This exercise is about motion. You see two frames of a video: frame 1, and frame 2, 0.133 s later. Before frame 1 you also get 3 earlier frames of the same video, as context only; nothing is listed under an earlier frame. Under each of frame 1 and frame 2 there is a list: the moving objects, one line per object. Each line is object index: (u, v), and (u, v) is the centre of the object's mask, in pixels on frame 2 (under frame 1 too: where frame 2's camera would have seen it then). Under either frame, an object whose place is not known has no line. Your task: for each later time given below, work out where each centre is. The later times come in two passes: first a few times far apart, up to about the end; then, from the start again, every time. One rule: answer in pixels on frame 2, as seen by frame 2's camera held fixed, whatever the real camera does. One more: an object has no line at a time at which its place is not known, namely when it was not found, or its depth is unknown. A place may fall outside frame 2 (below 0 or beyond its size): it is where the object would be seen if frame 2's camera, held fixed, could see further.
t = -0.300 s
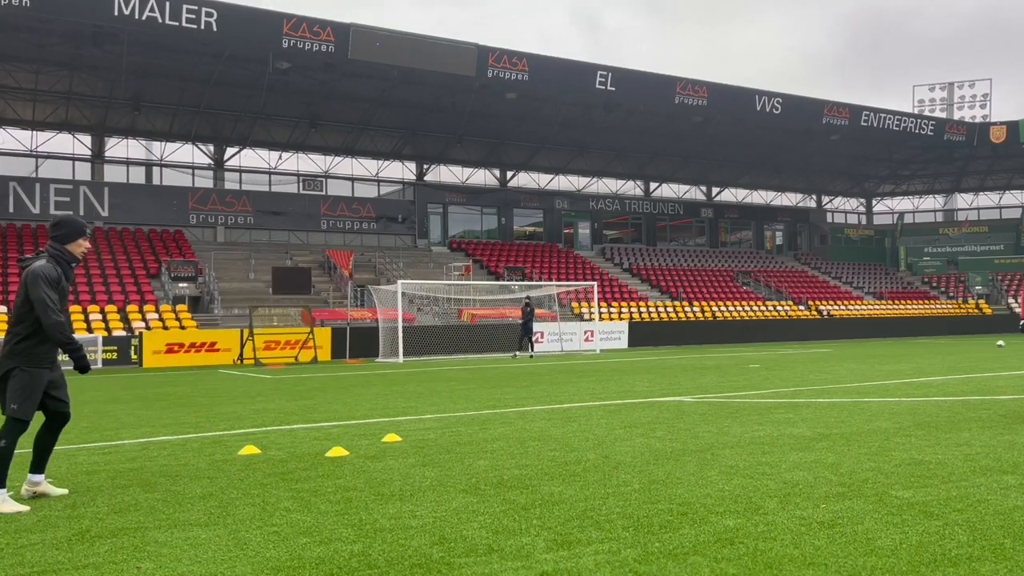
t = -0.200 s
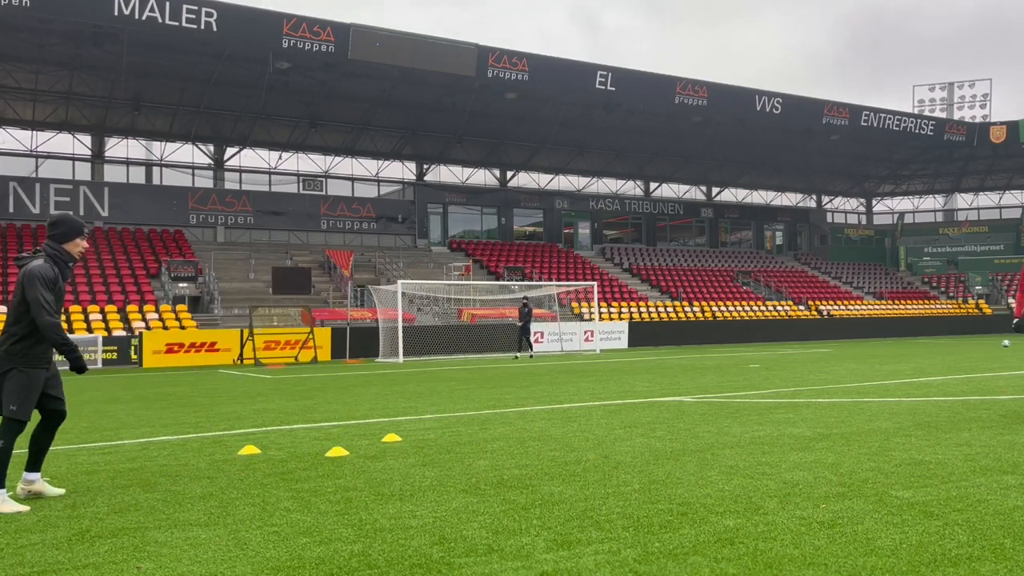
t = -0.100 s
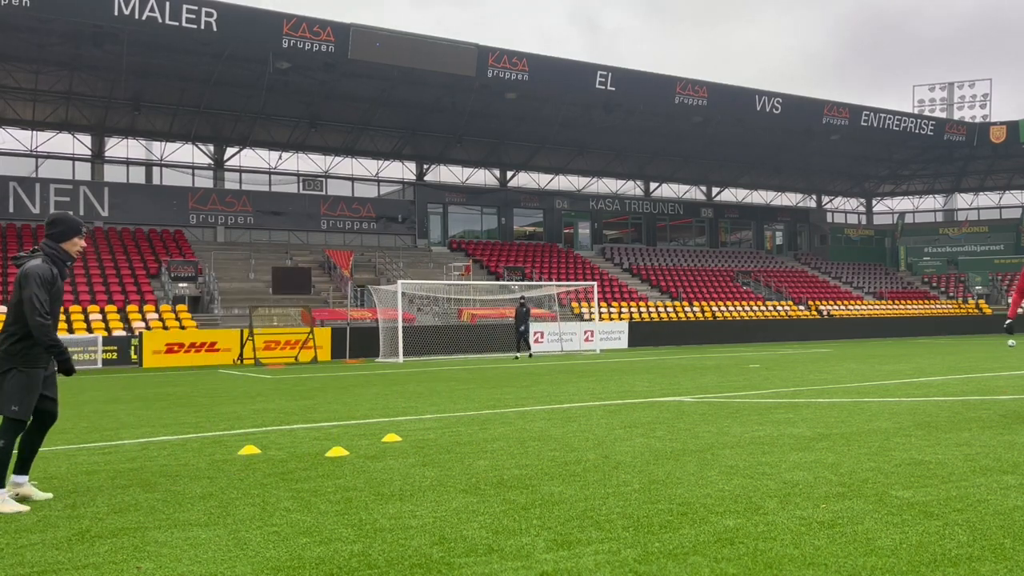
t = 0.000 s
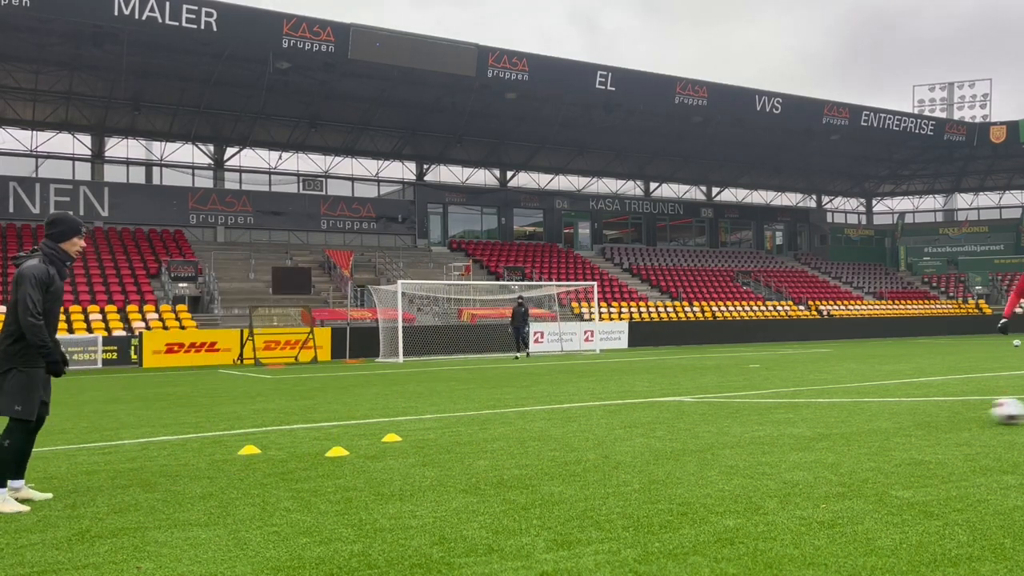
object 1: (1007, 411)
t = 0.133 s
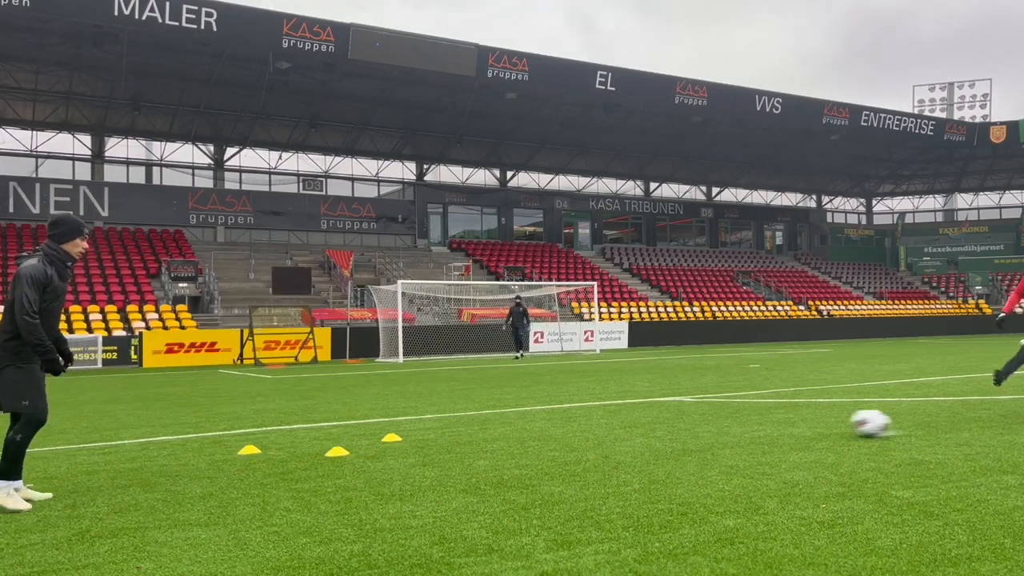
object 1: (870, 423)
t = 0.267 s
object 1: (717, 437)
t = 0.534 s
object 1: (349, 467)
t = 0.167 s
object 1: (834, 425)
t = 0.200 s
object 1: (797, 428)
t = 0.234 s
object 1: (757, 432)
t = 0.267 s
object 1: (717, 437)
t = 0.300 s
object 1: (675, 439)
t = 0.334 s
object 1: (634, 442)
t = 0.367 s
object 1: (590, 445)
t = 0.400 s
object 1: (544, 450)
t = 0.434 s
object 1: (499, 455)
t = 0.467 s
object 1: (452, 458)
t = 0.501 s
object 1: (402, 460)
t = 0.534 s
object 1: (349, 467)
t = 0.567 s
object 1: (295, 475)
